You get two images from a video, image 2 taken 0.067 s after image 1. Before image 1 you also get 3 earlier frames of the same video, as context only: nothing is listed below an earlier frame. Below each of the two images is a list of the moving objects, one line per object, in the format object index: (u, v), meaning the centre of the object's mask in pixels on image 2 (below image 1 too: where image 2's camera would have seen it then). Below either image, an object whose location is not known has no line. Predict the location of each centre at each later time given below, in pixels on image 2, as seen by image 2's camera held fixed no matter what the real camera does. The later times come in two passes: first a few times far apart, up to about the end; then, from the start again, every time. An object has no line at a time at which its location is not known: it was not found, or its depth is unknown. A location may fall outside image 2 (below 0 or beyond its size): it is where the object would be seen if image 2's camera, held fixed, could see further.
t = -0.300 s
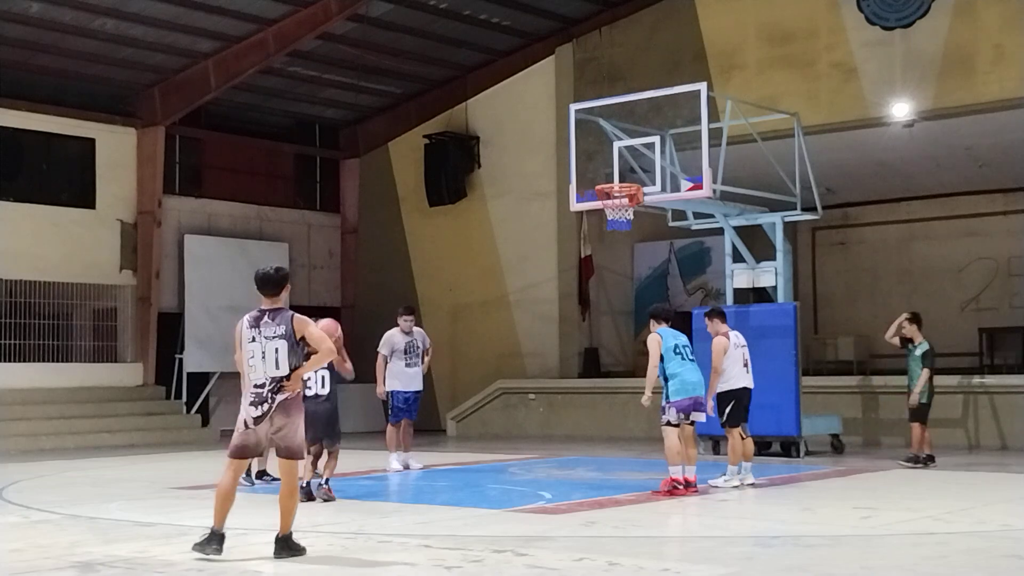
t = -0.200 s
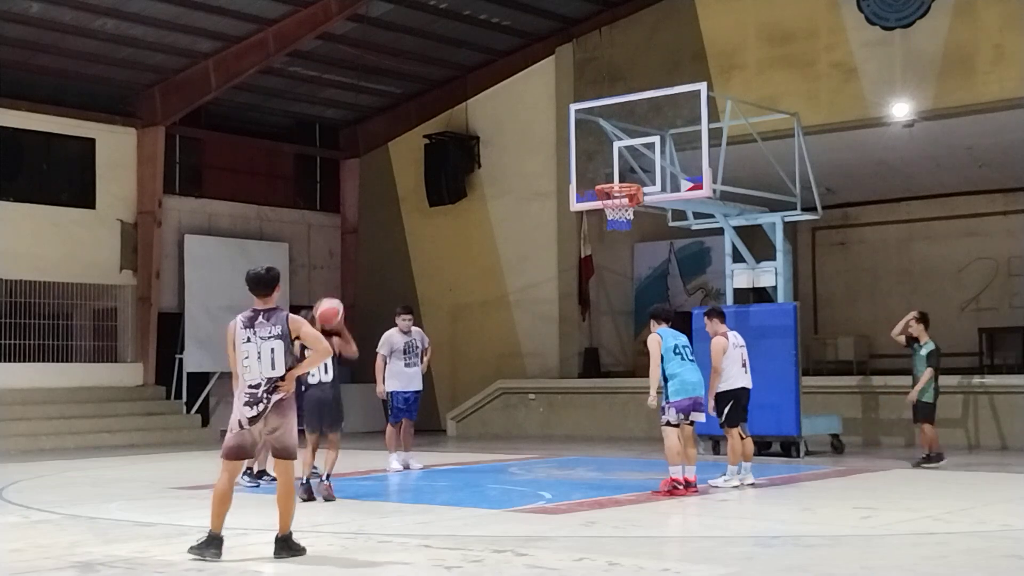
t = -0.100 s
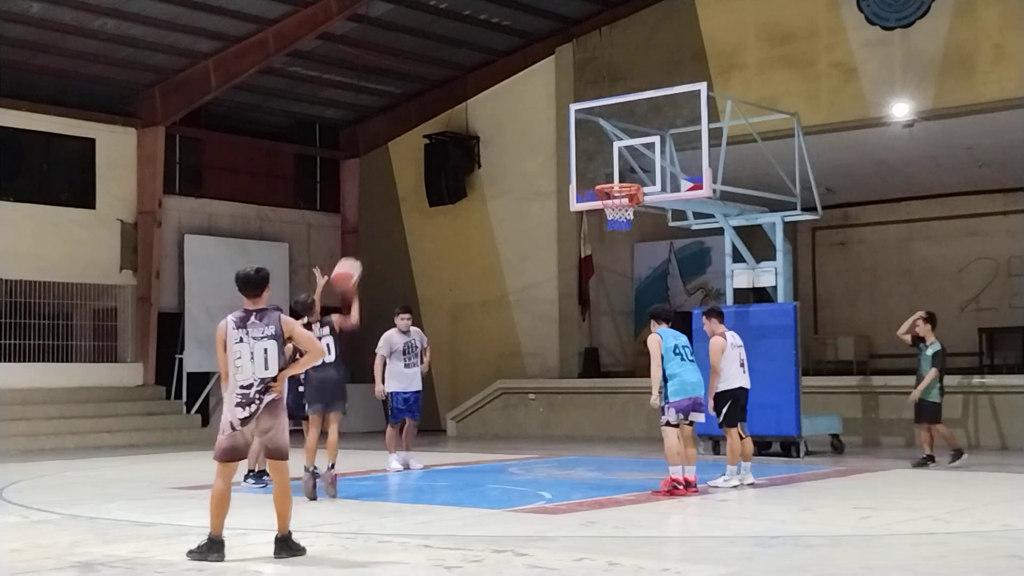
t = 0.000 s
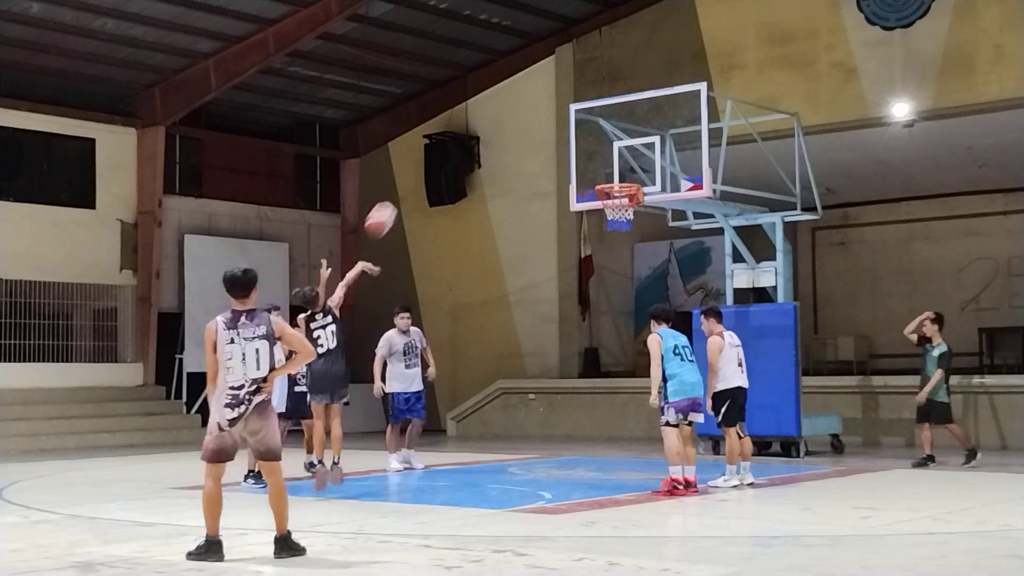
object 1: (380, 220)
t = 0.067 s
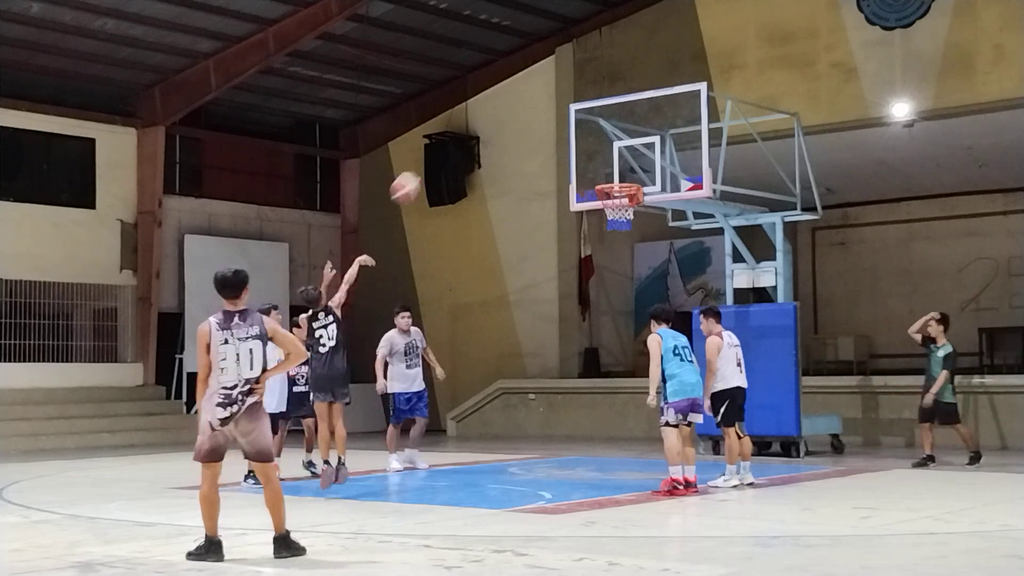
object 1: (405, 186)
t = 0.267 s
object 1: (471, 127)
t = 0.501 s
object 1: (540, 109)
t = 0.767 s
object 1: (608, 149)
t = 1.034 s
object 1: (598, 164)
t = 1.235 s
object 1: (560, 182)
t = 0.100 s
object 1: (417, 173)
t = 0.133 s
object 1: (429, 161)
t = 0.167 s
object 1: (440, 151)
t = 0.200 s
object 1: (451, 142)
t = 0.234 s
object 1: (461, 134)
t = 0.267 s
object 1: (471, 127)
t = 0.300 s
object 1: (481, 120)
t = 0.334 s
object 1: (493, 115)
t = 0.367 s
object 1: (502, 111)
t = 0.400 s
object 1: (512, 109)
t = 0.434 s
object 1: (521, 108)
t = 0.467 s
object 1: (531, 108)
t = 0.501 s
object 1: (540, 109)
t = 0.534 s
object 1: (549, 110)
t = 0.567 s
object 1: (558, 112)
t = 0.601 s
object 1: (566, 116)
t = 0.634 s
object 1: (576, 121)
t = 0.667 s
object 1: (585, 127)
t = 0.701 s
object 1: (593, 134)
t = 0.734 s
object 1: (600, 141)
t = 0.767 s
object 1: (608, 149)
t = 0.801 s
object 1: (617, 158)
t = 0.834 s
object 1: (626, 169)
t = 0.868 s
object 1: (629, 175)
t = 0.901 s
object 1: (623, 174)
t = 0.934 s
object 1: (617, 170)
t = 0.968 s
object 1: (610, 167)
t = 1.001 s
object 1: (604, 166)
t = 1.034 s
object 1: (598, 164)
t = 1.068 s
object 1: (592, 166)
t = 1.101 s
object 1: (586, 167)
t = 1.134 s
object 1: (580, 169)
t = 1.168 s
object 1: (574, 172)
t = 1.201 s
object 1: (568, 177)
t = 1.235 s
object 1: (560, 182)
